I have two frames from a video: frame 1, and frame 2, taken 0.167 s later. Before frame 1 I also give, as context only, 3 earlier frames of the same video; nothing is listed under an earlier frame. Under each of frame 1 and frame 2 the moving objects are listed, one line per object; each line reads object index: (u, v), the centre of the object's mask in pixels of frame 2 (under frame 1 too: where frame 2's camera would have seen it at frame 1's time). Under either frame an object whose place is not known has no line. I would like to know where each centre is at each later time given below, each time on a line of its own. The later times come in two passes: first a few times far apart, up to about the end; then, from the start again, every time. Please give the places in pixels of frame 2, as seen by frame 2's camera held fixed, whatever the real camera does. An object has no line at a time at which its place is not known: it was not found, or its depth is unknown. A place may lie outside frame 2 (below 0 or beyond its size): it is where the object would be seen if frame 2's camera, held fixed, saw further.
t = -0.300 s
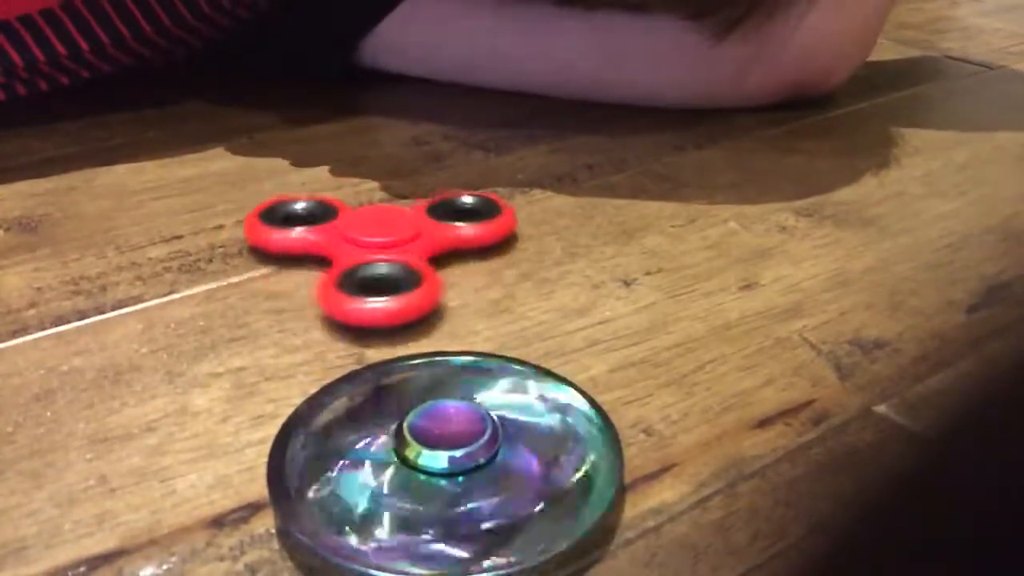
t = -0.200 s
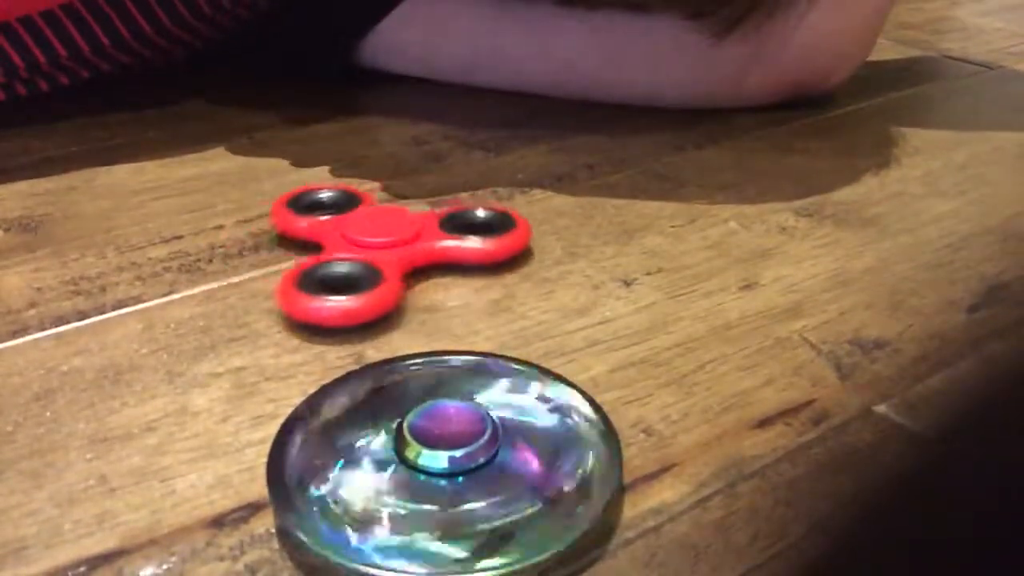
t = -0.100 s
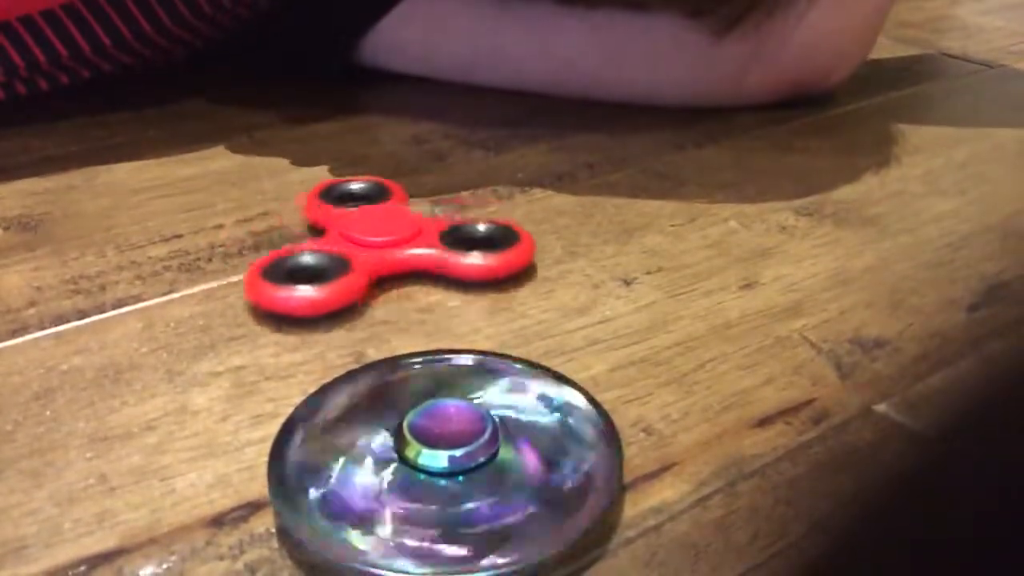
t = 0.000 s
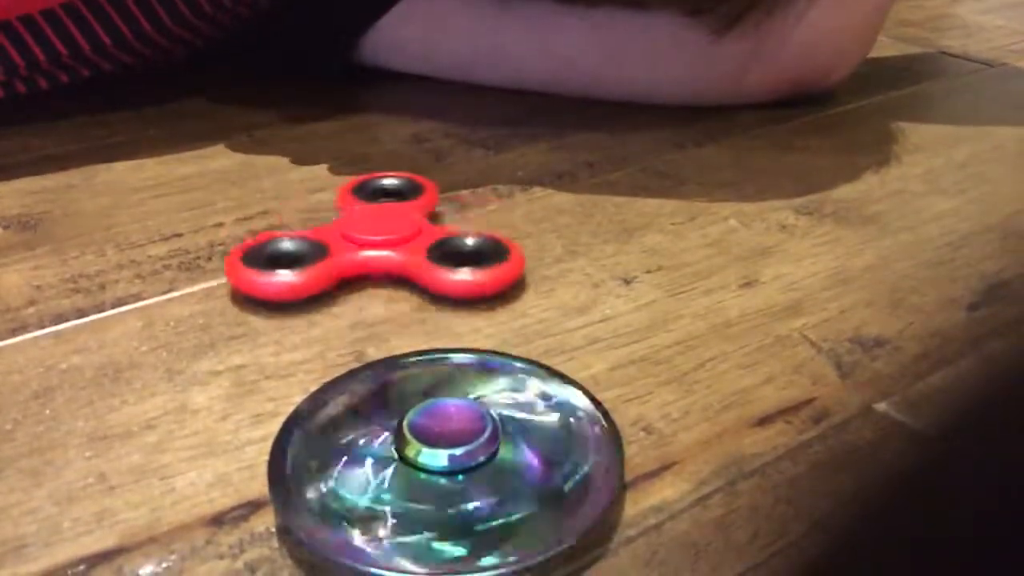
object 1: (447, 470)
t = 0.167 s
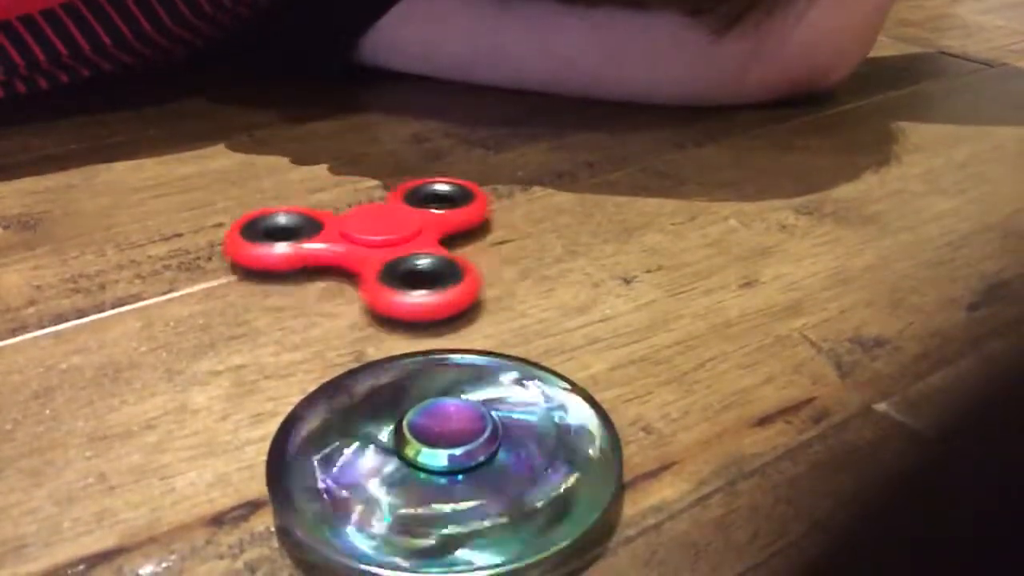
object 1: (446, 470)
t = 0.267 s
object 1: (446, 470)
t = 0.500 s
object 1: (446, 470)
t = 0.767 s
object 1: (447, 469)
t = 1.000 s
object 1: (446, 469)
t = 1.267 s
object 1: (447, 469)
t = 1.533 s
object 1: (449, 459)
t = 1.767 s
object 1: (453, 435)
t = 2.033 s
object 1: (455, 418)
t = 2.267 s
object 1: (454, 416)
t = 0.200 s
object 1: (446, 470)
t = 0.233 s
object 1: (446, 470)
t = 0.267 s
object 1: (446, 470)
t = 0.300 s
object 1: (446, 470)
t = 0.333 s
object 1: (447, 470)
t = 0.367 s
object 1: (447, 469)
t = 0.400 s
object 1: (447, 469)
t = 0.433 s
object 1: (447, 470)
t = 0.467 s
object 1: (446, 470)
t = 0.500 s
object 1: (446, 470)
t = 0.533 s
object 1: (445, 470)
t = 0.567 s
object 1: (445, 469)
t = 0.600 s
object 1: (446, 470)
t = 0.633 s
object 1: (446, 469)
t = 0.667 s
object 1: (446, 469)
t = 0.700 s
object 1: (446, 469)
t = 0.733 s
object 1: (446, 469)
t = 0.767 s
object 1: (447, 469)
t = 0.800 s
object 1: (447, 469)
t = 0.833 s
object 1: (447, 470)
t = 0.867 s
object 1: (446, 470)
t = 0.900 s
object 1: (446, 470)
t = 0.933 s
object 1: (446, 469)
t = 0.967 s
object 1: (445, 469)
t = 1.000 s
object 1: (446, 469)
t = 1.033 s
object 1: (446, 469)
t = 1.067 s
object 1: (446, 468)
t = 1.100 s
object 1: (446, 468)
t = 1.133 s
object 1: (446, 468)
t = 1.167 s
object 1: (447, 468)
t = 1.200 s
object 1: (447, 468)
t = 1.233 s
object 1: (447, 468)
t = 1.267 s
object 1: (447, 469)
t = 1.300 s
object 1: (446, 471)
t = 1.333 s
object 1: (446, 472)
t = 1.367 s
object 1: (446, 473)
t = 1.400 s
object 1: (446, 472)
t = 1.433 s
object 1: (446, 467)
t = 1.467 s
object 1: (448, 464)
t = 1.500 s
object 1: (449, 460)
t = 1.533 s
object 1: (449, 459)
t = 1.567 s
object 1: (449, 459)
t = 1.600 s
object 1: (450, 456)
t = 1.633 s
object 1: (451, 449)
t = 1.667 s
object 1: (451, 443)
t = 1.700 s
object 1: (452, 438)
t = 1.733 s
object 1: (453, 435)
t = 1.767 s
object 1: (453, 435)
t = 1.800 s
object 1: (453, 436)
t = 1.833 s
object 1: (453, 437)
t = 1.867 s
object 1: (454, 438)
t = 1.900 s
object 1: (454, 436)
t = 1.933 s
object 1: (454, 431)
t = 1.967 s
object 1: (455, 425)
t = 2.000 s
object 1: (455, 421)
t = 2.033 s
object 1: (455, 418)
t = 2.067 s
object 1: (455, 417)
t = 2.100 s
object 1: (454, 416)
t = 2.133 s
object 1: (454, 414)
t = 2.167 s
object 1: (454, 412)
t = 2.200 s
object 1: (454, 412)
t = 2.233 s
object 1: (454, 413)
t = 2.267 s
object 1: (454, 416)
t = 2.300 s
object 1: (454, 419)
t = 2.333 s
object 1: (454, 423)
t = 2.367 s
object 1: (455, 427)
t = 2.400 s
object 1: (455, 431)
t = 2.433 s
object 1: (455, 434)
